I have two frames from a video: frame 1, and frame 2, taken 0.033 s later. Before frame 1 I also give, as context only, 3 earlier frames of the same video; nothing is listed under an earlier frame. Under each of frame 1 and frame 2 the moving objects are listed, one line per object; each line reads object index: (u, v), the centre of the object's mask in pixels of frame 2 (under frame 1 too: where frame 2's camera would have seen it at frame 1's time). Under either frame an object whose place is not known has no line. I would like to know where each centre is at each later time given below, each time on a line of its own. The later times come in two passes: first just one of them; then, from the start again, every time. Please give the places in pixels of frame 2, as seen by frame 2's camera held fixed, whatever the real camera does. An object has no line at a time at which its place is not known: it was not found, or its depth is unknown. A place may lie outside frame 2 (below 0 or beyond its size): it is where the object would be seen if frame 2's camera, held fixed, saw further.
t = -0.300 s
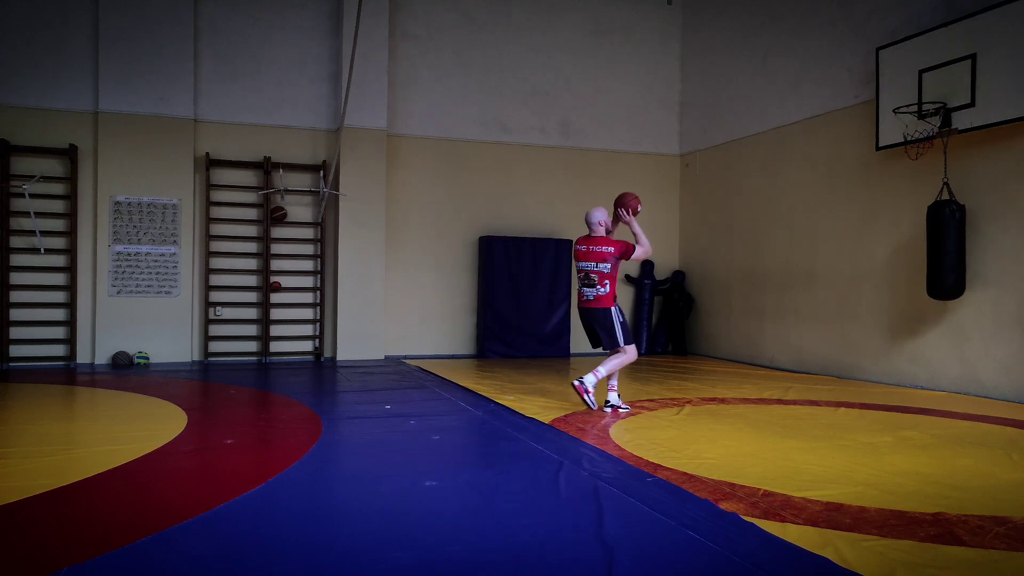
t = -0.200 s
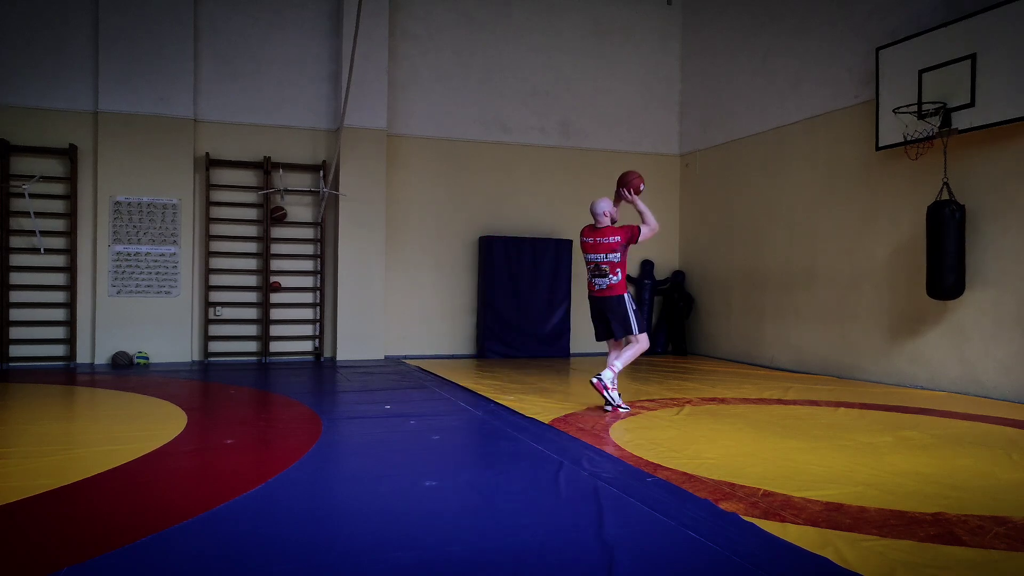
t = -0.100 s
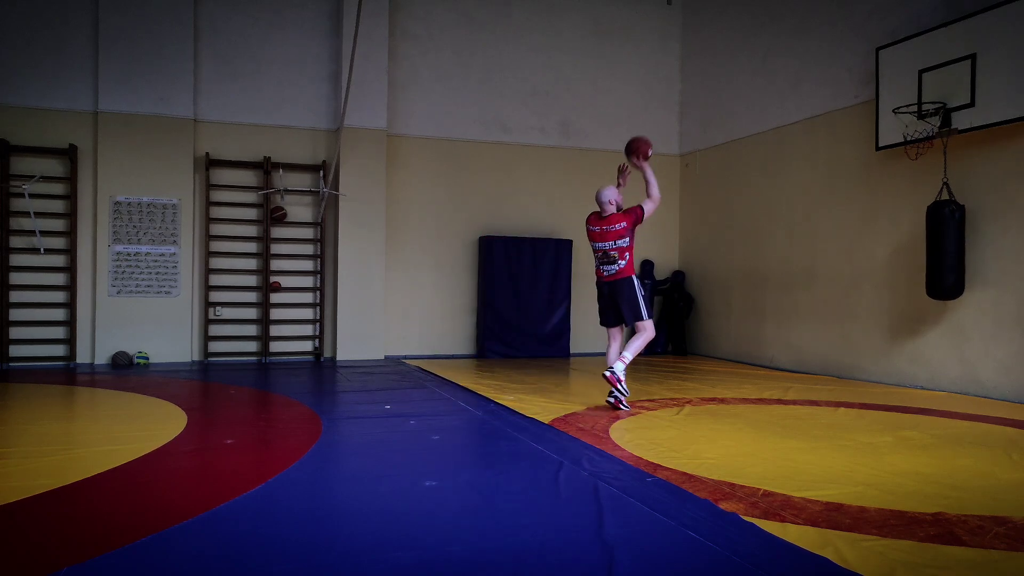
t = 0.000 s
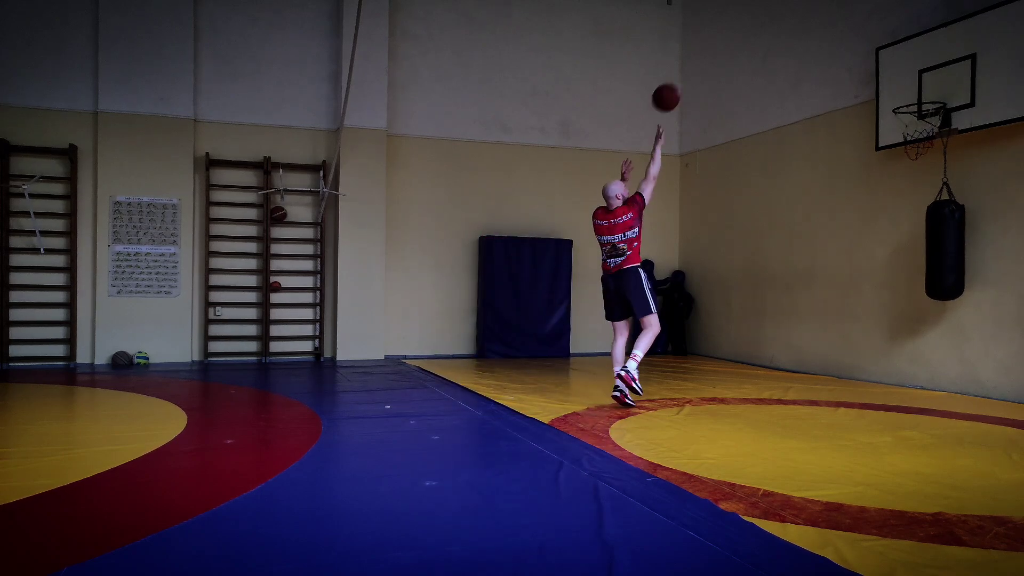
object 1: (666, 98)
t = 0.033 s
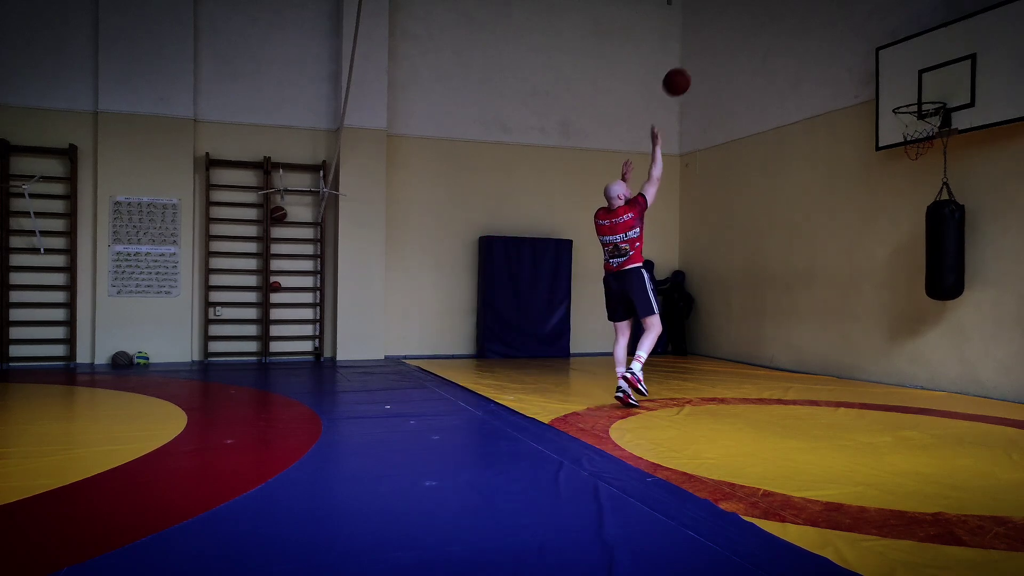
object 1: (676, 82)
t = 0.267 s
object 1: (747, 12)
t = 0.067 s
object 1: (687, 68)
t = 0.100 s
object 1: (697, 55)
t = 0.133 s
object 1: (707, 44)
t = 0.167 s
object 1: (717, 34)
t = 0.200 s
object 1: (727, 25)
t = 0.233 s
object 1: (737, 17)
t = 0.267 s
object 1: (747, 12)
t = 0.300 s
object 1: (756, 9)
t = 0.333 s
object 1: (765, 7)
